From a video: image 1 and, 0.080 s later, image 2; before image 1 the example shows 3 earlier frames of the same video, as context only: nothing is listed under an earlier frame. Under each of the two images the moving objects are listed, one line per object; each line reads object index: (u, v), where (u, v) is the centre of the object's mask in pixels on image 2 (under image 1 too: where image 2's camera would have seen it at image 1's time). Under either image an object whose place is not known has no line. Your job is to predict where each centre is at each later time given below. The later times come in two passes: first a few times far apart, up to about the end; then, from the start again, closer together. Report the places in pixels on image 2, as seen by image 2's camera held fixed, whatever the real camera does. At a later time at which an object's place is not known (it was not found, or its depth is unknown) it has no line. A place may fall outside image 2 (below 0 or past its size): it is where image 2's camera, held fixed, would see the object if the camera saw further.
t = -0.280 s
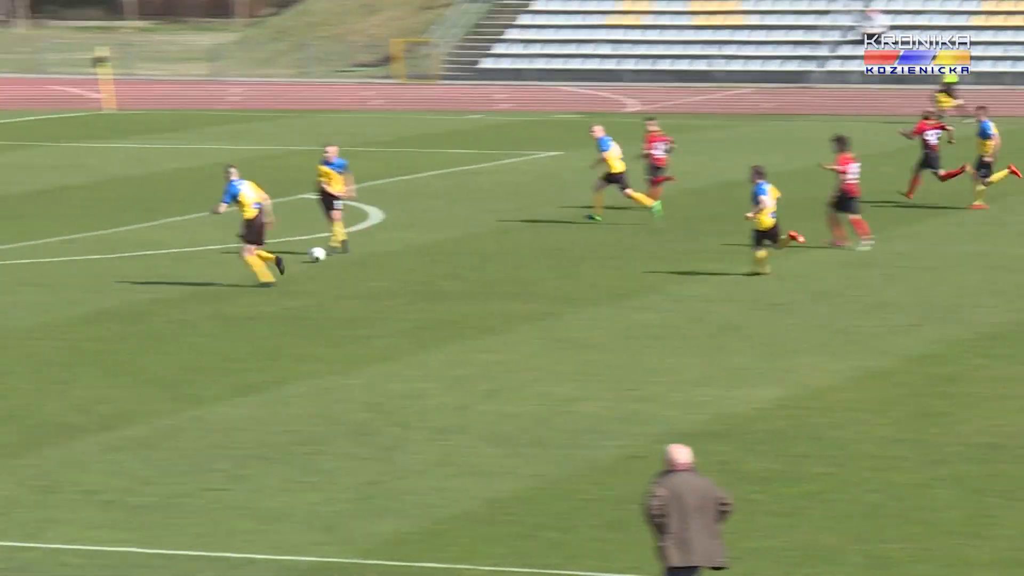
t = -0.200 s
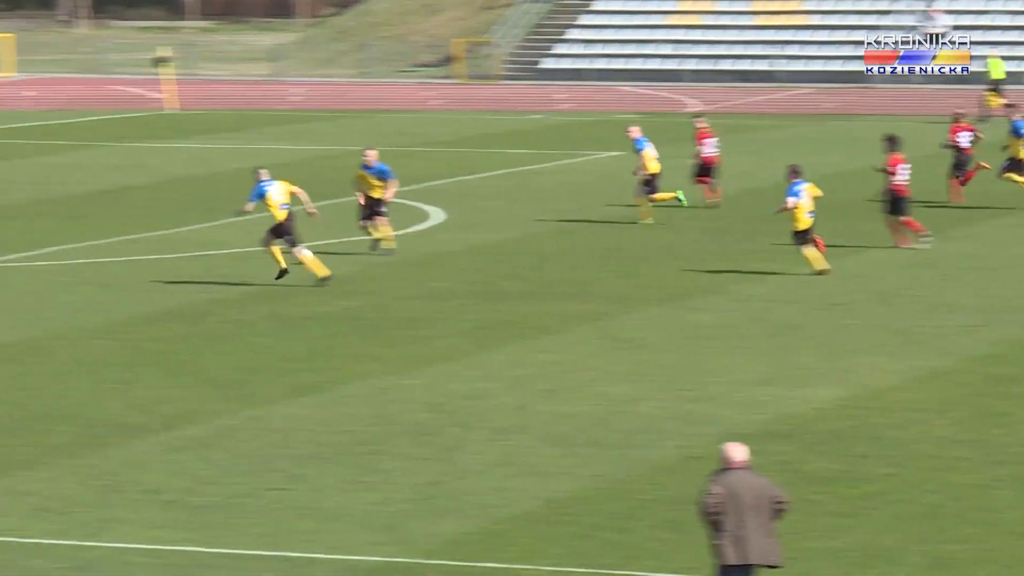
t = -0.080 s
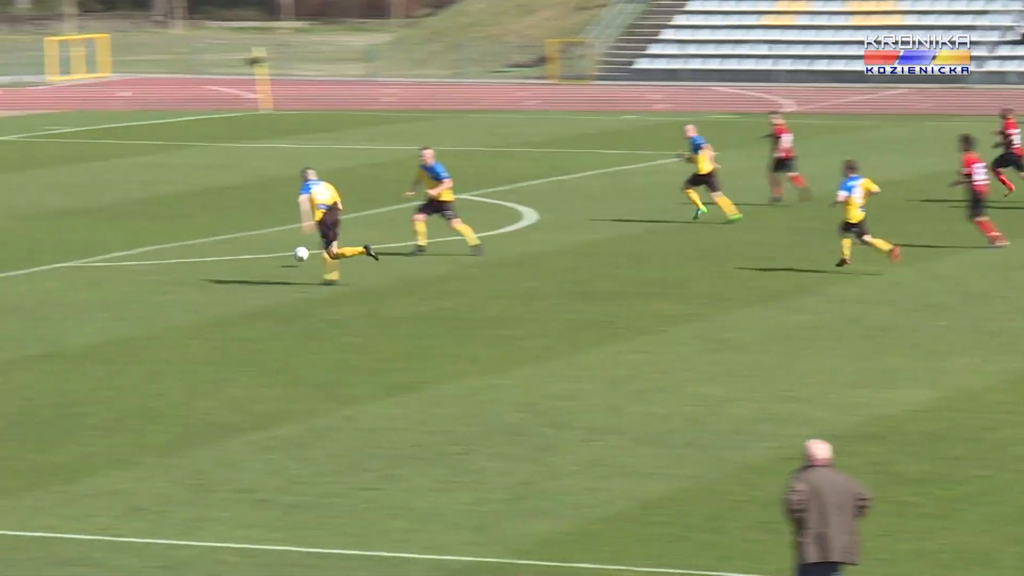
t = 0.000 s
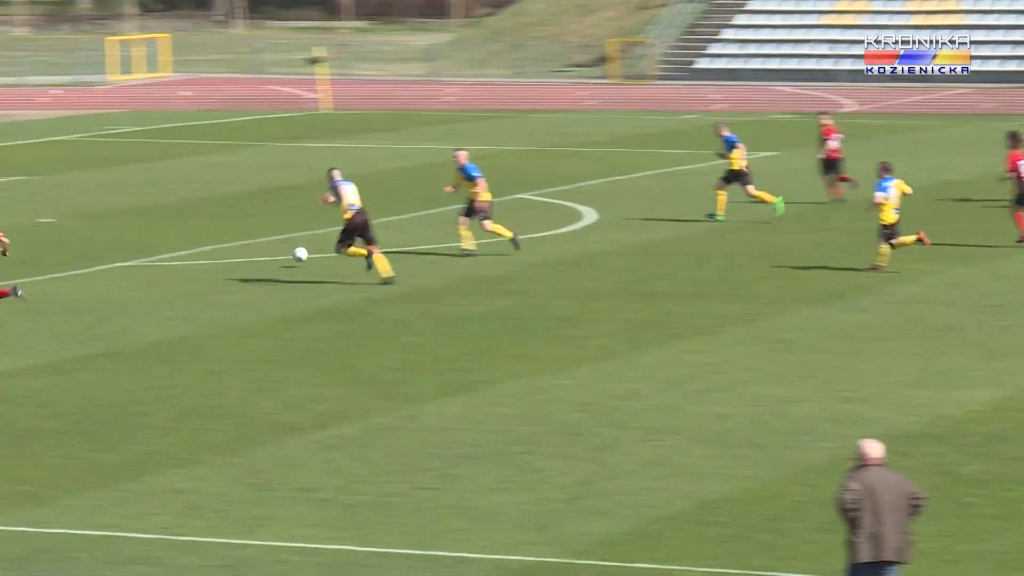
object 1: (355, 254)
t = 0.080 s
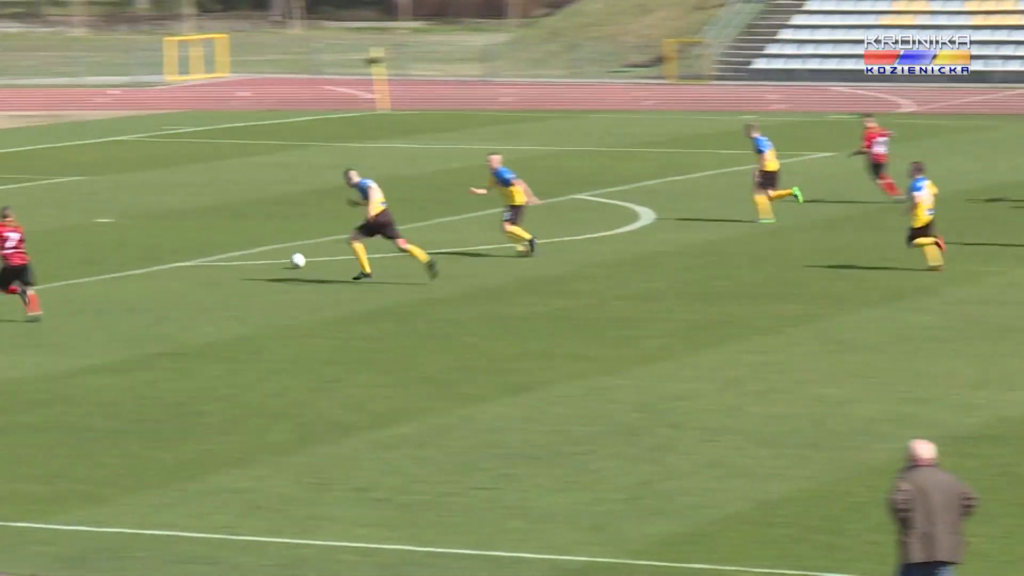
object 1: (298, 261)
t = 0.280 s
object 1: (169, 261)
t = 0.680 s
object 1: (-95, 264)
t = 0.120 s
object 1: (272, 261)
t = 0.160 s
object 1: (247, 259)
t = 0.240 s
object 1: (196, 259)
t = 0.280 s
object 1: (169, 261)
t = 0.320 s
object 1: (143, 265)
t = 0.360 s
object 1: (117, 265)
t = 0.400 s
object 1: (91, 264)
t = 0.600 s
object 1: (-40, 269)
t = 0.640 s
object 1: (-66, 266)
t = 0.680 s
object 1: (-95, 264)
